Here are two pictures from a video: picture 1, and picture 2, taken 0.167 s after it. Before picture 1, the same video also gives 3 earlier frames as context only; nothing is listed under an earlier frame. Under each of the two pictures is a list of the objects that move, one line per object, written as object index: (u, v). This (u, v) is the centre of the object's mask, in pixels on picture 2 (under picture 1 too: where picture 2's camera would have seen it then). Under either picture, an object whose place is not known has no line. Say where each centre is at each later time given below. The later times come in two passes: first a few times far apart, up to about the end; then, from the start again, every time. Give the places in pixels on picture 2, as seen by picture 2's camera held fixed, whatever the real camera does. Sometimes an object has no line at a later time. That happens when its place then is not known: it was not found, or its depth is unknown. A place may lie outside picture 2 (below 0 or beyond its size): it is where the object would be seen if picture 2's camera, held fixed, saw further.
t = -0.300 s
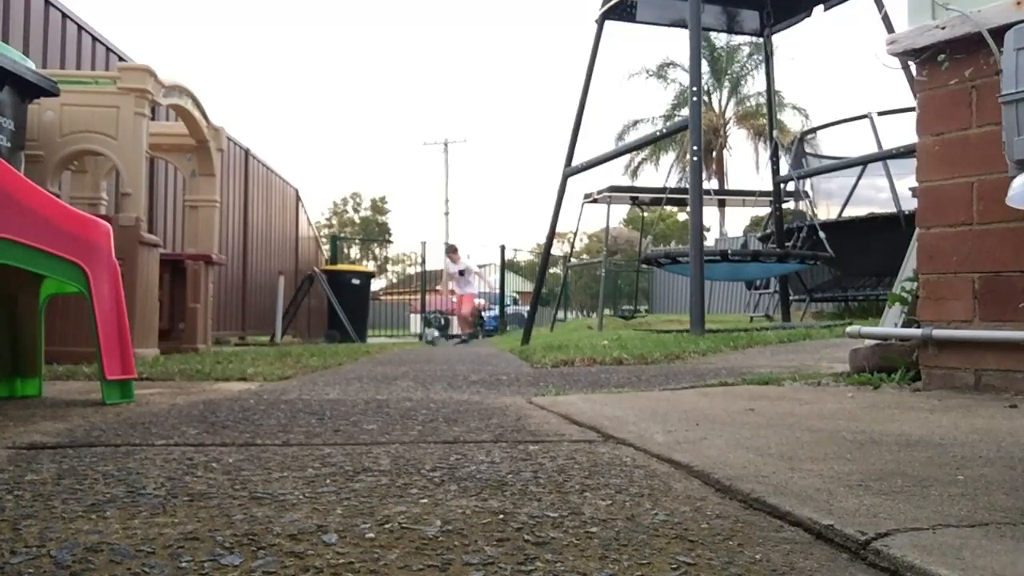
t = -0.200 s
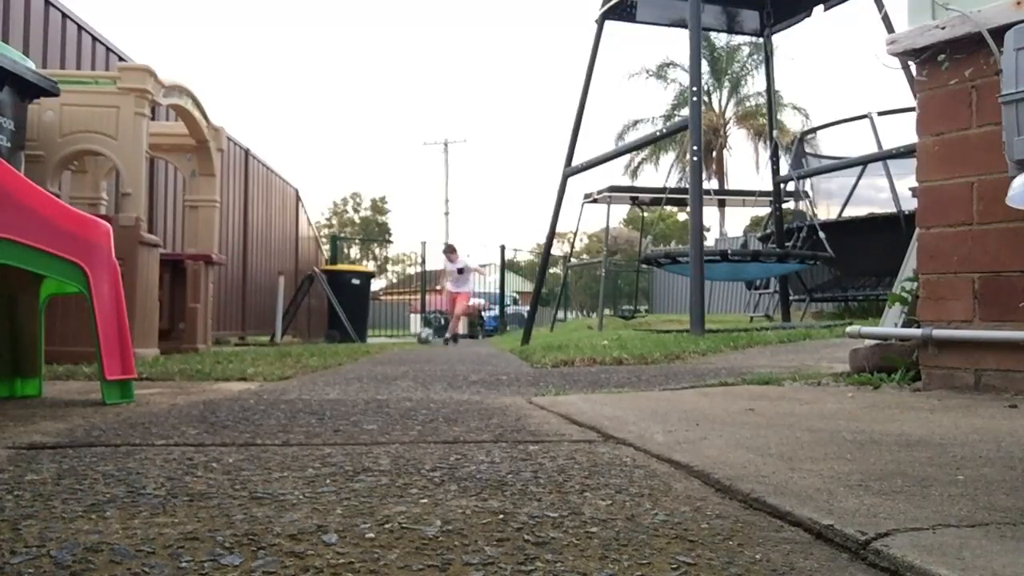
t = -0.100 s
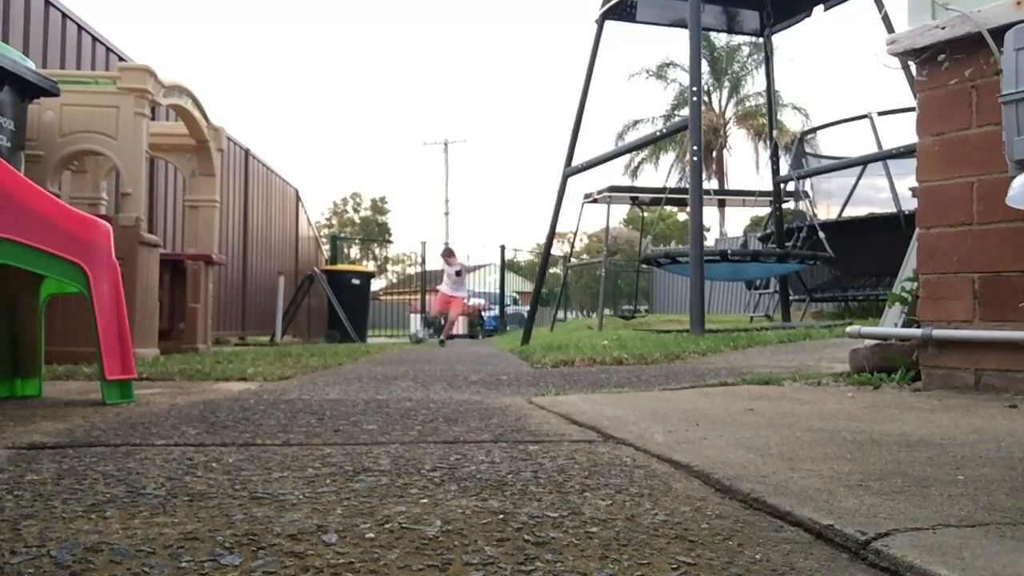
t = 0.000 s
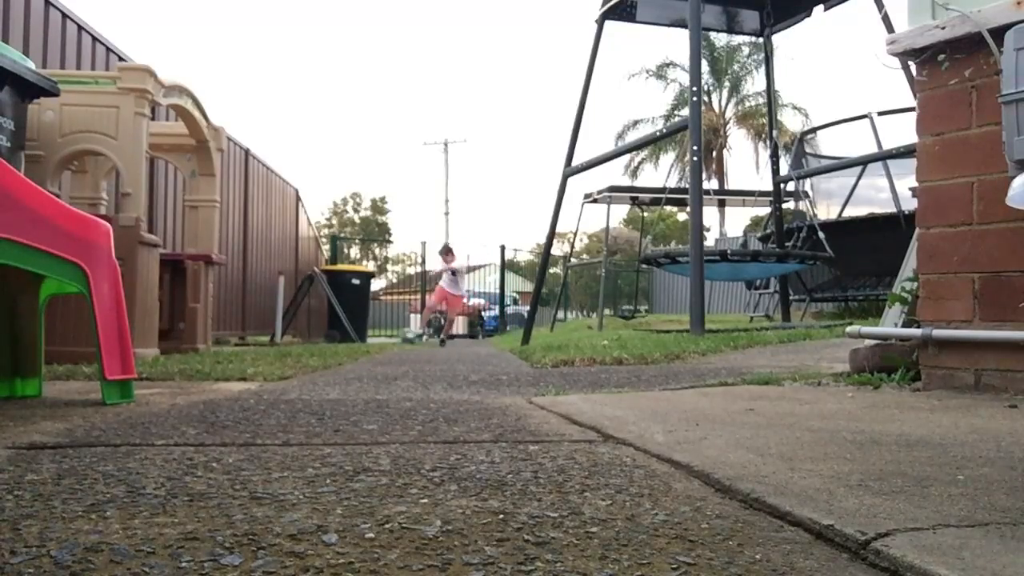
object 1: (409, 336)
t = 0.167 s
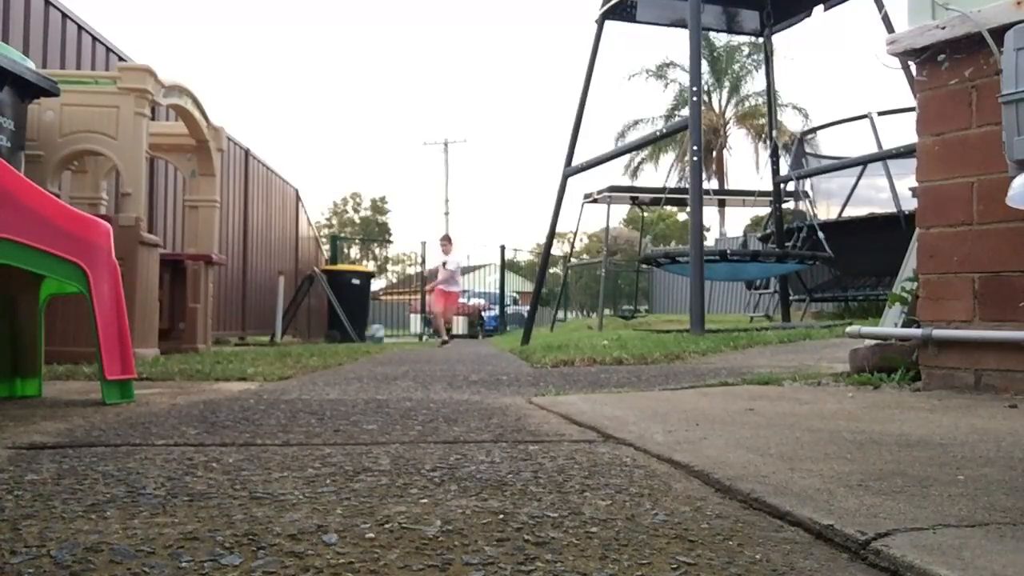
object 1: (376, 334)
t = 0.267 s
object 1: (363, 327)
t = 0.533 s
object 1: (364, 326)
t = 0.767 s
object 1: (361, 325)
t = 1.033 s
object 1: (355, 331)
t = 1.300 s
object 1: (349, 326)
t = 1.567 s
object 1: (337, 334)
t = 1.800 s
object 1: (310, 336)
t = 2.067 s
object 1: (220, 335)
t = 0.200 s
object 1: (368, 334)
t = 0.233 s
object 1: (363, 331)
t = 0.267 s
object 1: (363, 327)
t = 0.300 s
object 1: (364, 323)
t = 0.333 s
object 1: (364, 319)
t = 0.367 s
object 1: (364, 319)
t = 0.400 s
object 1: (364, 318)
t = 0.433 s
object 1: (364, 318)
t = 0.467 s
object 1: (364, 319)
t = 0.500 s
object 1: (365, 321)
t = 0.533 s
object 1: (364, 326)
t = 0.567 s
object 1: (365, 330)
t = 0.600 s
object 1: (365, 330)
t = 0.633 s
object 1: (364, 327)
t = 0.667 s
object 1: (364, 325)
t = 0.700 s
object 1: (363, 324)
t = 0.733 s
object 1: (362, 324)
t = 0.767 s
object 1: (361, 325)
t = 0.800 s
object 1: (361, 328)
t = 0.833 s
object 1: (360, 331)
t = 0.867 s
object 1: (359, 329)
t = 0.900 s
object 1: (358, 327)
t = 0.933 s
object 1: (358, 326)
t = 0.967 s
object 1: (357, 327)
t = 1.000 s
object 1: (356, 329)
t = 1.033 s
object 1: (355, 331)
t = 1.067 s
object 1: (354, 329)
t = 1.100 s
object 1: (354, 327)
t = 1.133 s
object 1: (353, 328)
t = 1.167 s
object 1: (351, 330)
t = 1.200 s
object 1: (350, 332)
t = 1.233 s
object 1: (350, 328)
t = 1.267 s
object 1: (349, 326)
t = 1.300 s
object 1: (349, 326)
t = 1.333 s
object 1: (349, 328)
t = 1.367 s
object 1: (349, 333)
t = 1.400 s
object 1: (347, 335)
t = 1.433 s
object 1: (346, 332)
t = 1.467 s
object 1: (344, 332)
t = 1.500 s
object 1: (342, 335)
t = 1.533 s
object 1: (340, 336)
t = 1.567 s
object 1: (337, 334)
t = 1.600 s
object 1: (334, 335)
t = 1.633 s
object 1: (331, 338)
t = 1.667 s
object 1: (328, 335)
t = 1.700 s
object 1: (324, 334)
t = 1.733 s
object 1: (321, 338)
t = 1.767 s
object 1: (315, 337)
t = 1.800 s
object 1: (310, 336)
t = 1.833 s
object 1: (304, 339)
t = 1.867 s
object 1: (296, 340)
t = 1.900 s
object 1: (289, 338)
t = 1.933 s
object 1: (279, 339)
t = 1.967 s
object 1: (268, 334)
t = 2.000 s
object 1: (253, 335)
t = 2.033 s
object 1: (239, 337)
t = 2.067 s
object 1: (220, 335)
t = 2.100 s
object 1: (195, 343)
